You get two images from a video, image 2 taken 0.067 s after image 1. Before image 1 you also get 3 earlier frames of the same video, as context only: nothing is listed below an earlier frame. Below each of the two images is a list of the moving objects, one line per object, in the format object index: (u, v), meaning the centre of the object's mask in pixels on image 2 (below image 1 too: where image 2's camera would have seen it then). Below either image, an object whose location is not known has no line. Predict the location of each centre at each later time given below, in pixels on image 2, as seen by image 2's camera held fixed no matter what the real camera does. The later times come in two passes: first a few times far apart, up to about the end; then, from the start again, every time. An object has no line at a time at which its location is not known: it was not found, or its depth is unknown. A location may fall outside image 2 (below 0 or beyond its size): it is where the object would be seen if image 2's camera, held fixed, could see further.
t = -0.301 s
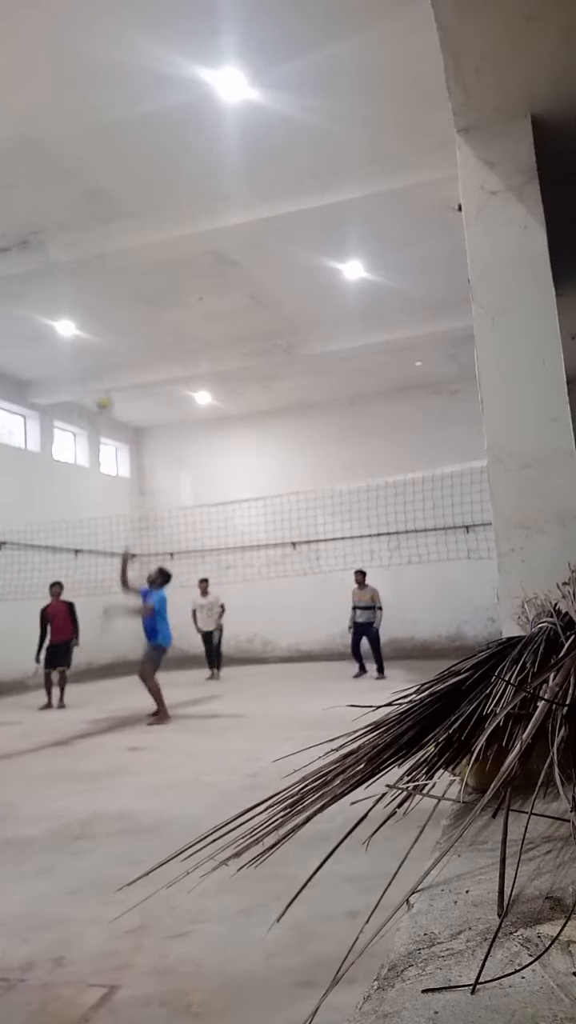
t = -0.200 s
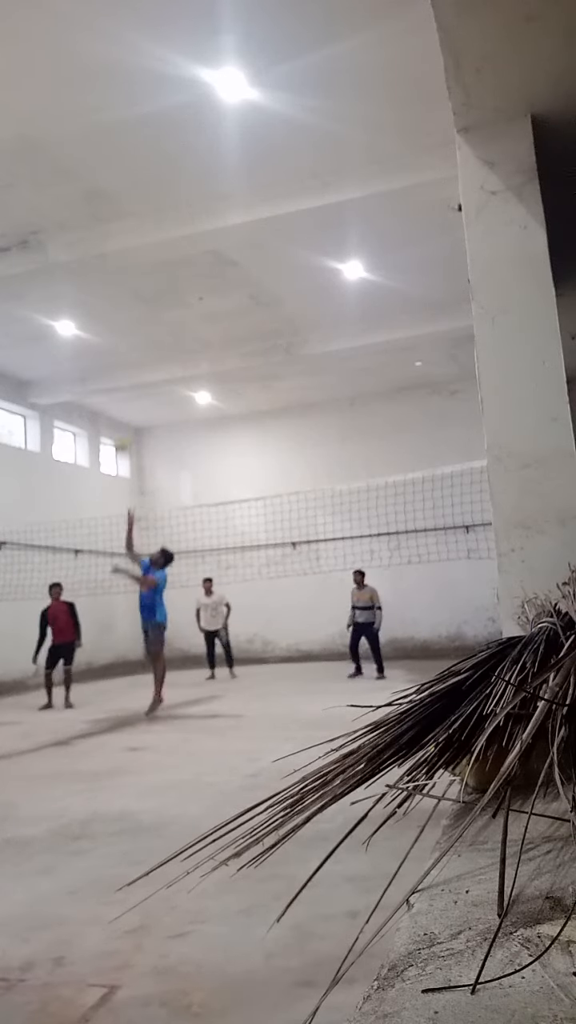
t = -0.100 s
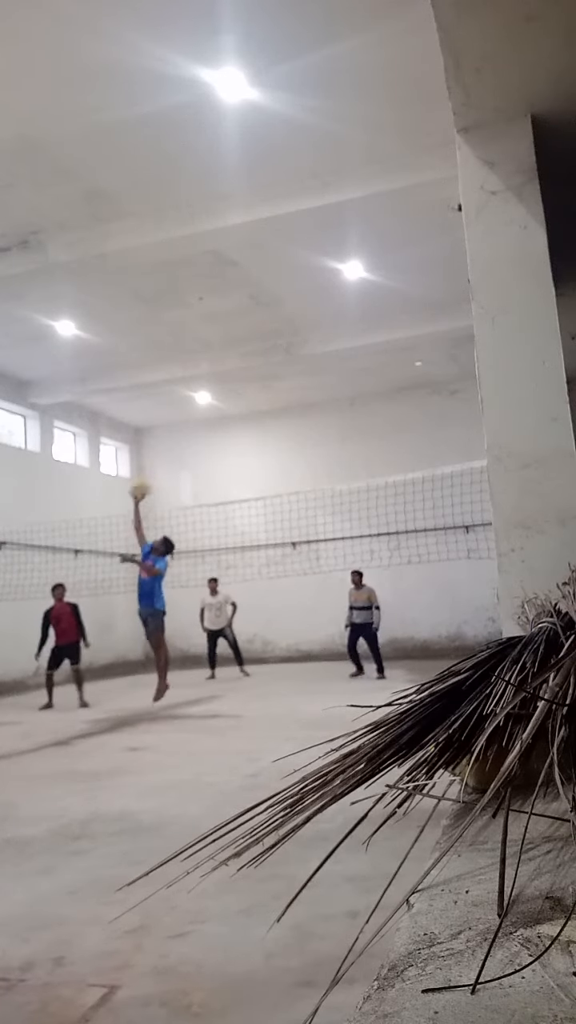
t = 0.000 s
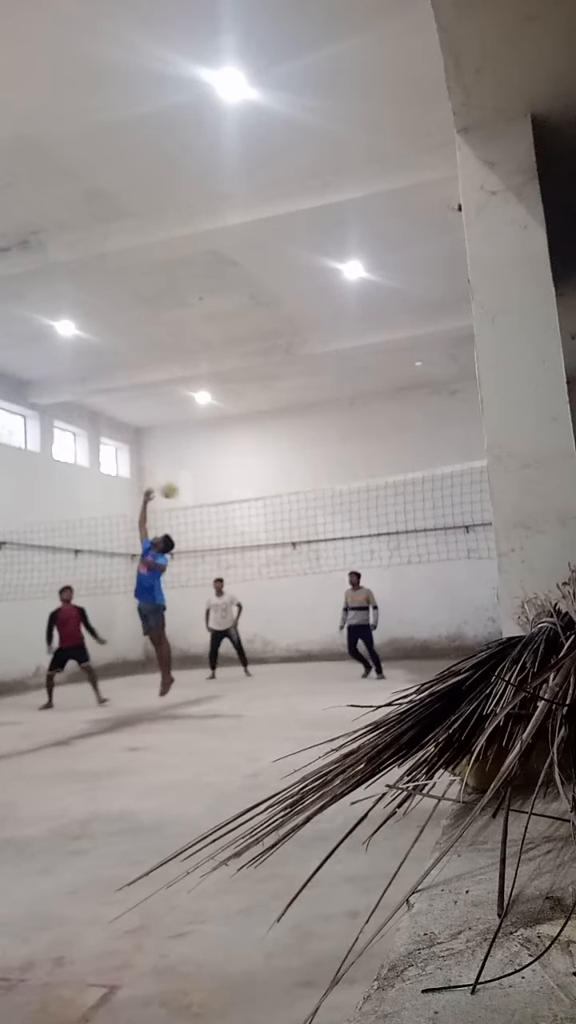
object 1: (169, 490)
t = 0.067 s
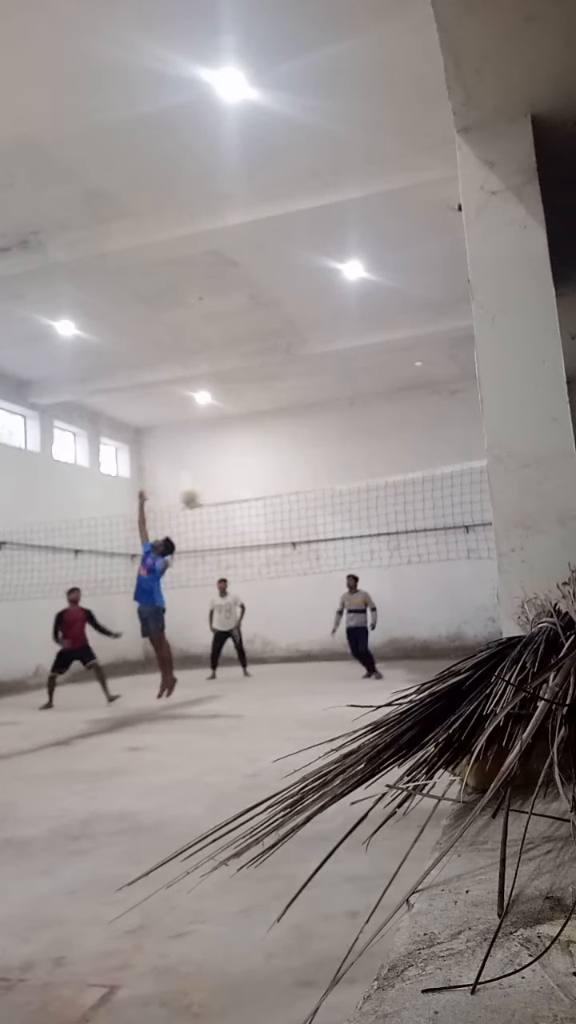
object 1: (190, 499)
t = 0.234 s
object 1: (221, 513)
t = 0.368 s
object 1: (240, 535)
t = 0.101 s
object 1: (198, 503)
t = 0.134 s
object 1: (205, 505)
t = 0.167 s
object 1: (211, 507)
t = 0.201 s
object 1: (216, 510)
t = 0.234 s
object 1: (221, 513)
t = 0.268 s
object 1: (225, 518)
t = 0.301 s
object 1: (231, 523)
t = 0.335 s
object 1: (236, 529)
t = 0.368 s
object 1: (240, 535)
